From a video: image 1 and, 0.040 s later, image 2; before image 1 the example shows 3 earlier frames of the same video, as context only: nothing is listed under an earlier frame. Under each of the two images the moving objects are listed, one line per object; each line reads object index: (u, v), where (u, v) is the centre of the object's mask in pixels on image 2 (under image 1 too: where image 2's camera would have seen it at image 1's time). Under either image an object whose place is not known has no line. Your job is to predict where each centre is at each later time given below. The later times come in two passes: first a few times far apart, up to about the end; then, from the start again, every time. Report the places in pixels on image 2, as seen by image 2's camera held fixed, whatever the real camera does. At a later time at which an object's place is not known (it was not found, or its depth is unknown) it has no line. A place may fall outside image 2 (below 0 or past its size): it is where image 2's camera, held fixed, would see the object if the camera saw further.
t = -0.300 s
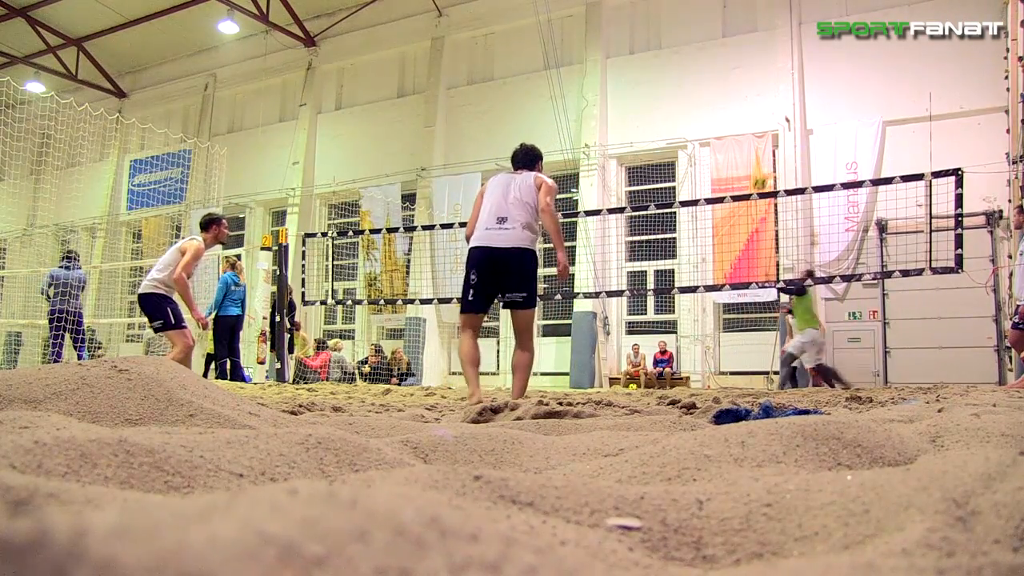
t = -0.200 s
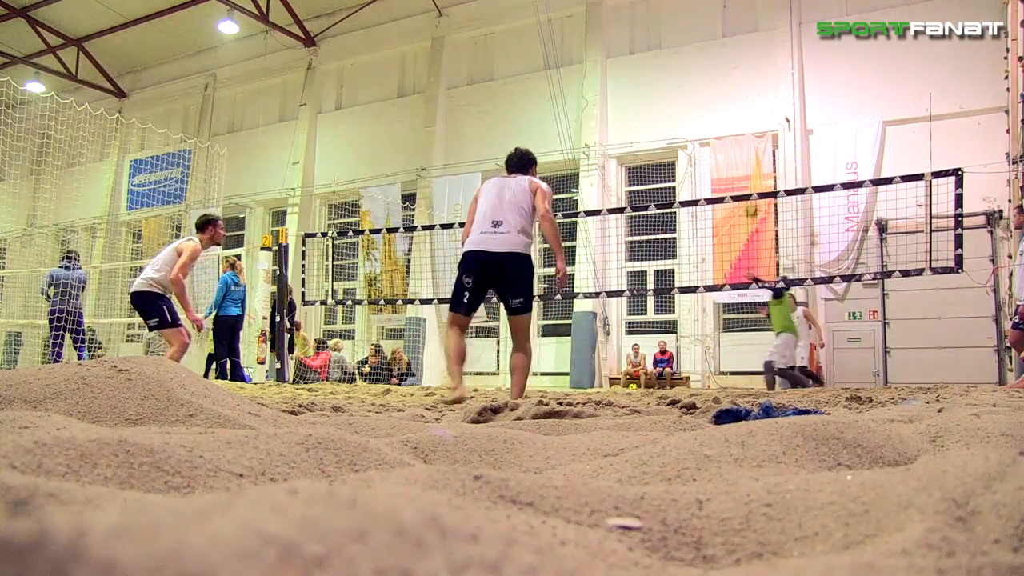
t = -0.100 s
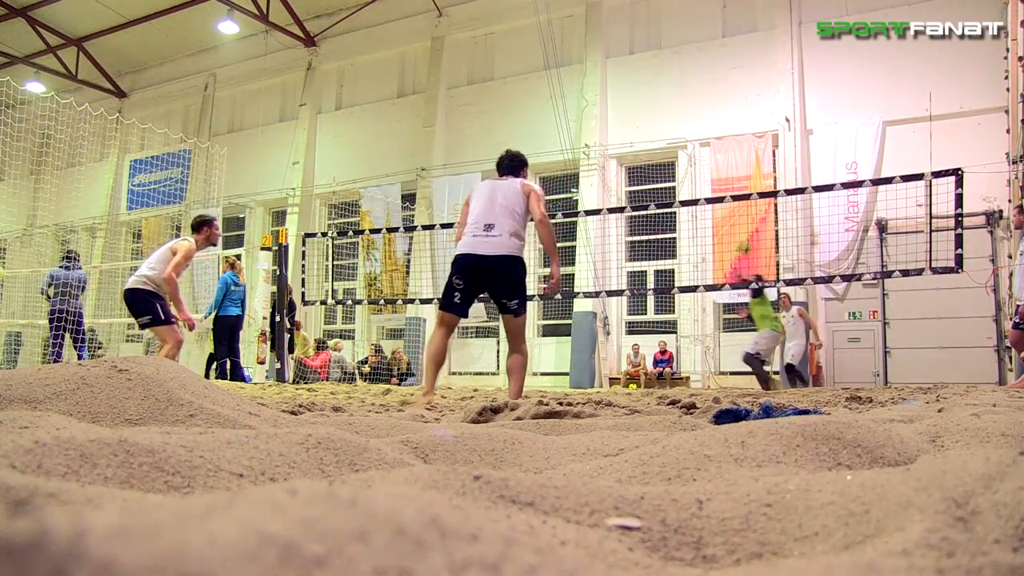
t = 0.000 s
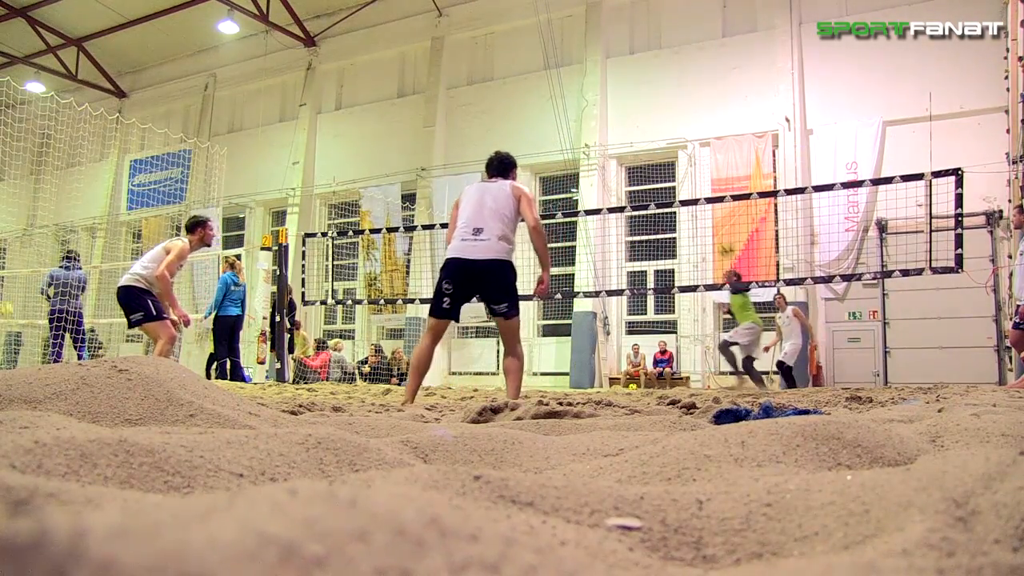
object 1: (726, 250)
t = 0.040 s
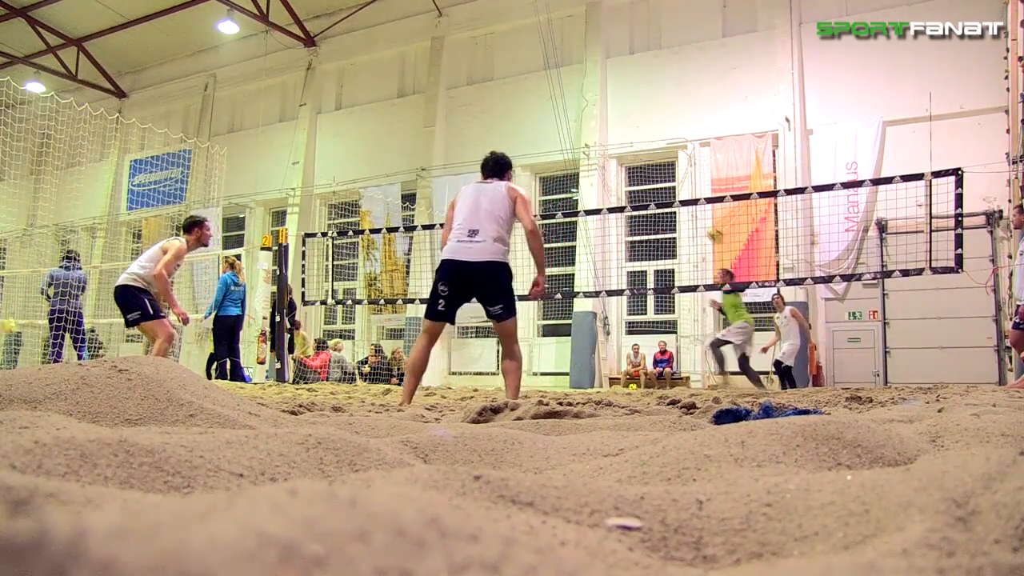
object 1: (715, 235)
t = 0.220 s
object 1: (663, 176)
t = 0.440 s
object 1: (597, 140)
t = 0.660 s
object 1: (524, 142)
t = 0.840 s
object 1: (458, 179)
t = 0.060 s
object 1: (709, 226)
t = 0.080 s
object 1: (703, 219)
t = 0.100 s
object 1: (697, 212)
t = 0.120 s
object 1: (691, 209)
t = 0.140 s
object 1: (685, 196)
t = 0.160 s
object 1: (681, 192)
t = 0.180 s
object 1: (674, 188)
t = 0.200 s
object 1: (668, 181)
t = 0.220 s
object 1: (663, 176)
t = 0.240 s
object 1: (657, 172)
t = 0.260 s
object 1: (652, 168)
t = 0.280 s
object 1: (646, 164)
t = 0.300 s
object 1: (639, 160)
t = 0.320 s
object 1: (634, 155)
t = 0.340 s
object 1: (629, 153)
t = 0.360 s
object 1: (622, 148)
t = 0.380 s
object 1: (616, 146)
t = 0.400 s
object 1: (609, 145)
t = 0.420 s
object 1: (604, 142)
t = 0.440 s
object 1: (597, 140)
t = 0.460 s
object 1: (590, 139)
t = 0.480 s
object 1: (585, 138)
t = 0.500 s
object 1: (578, 137)
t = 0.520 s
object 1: (572, 136)
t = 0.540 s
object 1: (565, 136)
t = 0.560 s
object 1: (559, 136)
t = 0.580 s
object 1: (552, 136)
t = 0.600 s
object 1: (546, 137)
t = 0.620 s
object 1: (538, 138)
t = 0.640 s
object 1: (531, 140)
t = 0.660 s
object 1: (524, 142)
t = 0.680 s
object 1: (517, 145)
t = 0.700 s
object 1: (510, 147)
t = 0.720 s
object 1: (503, 150)
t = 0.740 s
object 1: (495, 154)
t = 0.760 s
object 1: (489, 158)
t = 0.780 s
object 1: (482, 163)
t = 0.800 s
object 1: (474, 168)
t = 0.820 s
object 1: (465, 173)
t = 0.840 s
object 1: (458, 179)
